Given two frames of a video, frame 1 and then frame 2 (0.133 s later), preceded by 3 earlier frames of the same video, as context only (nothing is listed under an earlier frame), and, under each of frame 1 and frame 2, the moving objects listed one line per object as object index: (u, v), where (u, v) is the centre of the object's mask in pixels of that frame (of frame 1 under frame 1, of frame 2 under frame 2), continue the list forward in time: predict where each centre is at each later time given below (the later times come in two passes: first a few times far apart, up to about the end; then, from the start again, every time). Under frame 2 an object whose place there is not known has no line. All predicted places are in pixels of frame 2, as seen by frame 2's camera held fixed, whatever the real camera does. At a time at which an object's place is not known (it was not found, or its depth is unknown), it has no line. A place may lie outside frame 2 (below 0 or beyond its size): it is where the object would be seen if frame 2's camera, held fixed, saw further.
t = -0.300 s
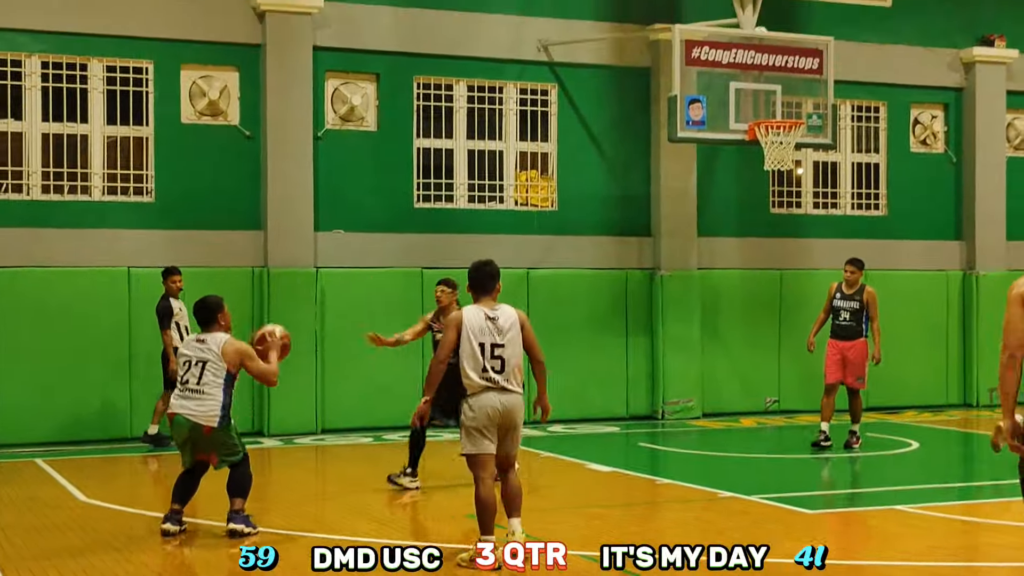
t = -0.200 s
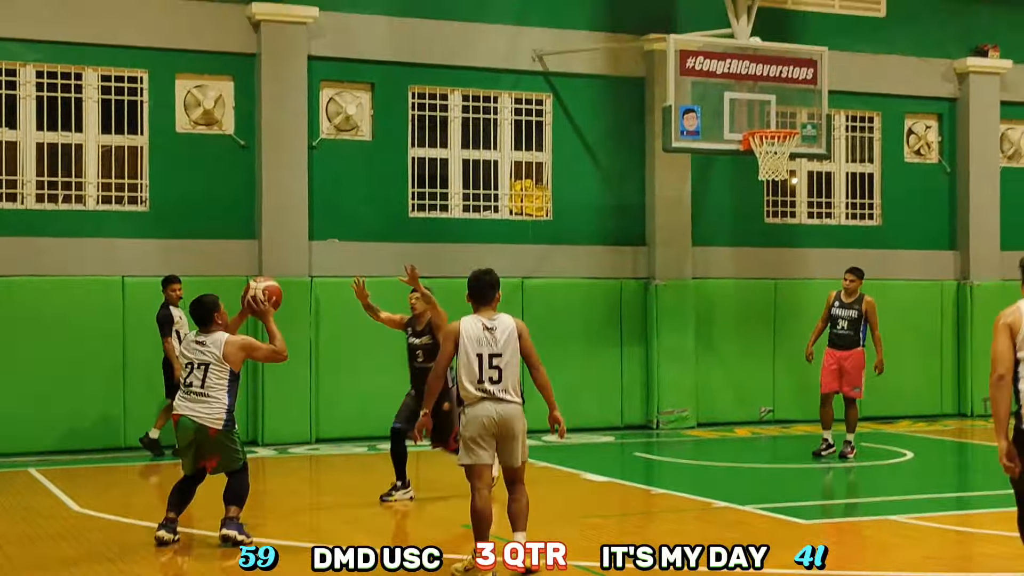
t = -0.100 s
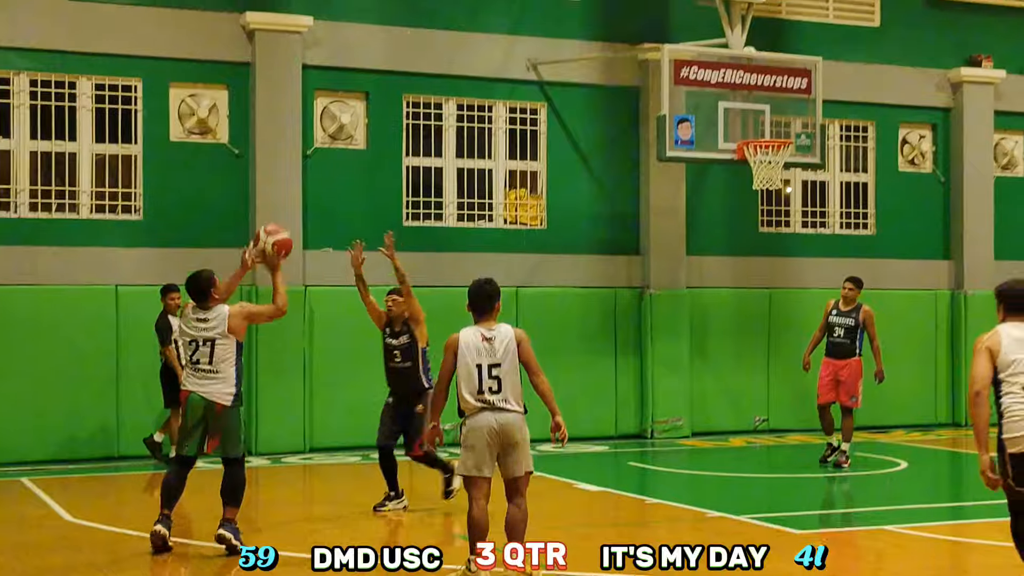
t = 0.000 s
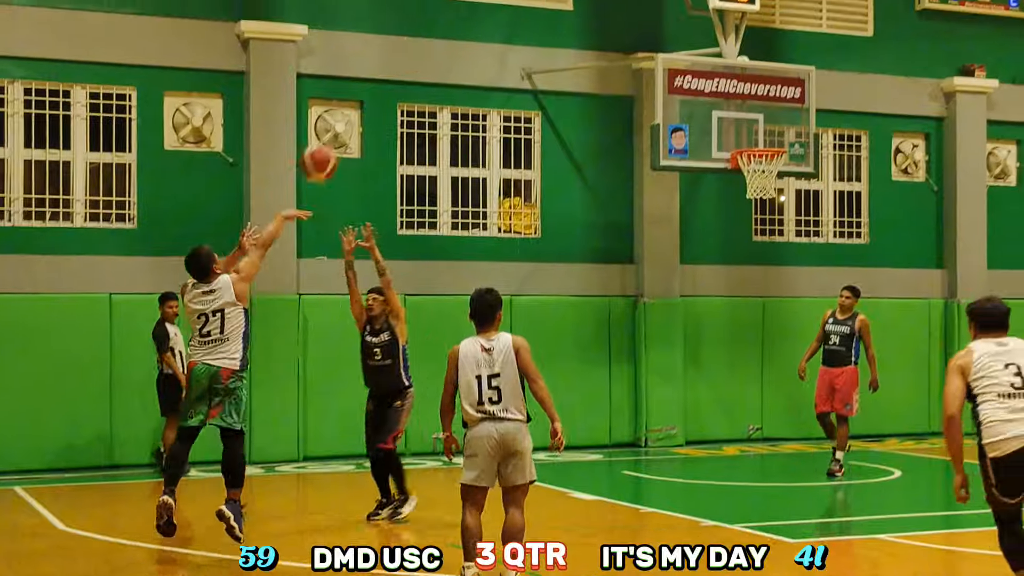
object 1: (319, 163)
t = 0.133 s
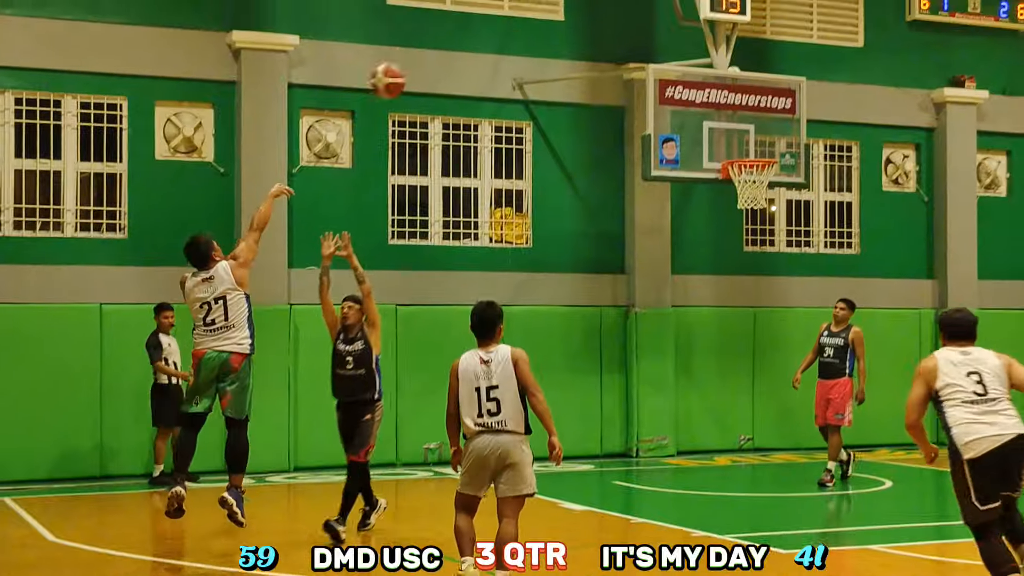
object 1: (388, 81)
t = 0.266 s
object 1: (455, 23)
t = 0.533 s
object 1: (570, -9)
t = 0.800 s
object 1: (662, 31)
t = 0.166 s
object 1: (406, 63)
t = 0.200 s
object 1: (423, 47)
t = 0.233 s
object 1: (440, 33)
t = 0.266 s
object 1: (455, 23)
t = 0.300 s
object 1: (472, 13)
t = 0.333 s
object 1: (487, 4)
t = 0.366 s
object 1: (501, -1)
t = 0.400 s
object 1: (515, -5)
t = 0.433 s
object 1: (529, -7)
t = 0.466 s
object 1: (542, -8)
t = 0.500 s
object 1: (557, -9)
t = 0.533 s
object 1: (570, -9)
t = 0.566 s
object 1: (582, -10)
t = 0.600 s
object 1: (594, -8)
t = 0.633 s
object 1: (606, -5)
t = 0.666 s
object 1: (619, -1)
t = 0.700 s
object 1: (630, 5)
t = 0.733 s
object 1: (641, 13)
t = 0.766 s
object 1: (651, 21)
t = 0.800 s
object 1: (662, 31)
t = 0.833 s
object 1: (672, 41)
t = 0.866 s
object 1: (682, 53)
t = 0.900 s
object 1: (692, 65)
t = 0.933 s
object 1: (701, 77)
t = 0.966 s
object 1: (710, 93)
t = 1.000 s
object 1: (720, 107)
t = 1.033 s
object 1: (728, 123)
